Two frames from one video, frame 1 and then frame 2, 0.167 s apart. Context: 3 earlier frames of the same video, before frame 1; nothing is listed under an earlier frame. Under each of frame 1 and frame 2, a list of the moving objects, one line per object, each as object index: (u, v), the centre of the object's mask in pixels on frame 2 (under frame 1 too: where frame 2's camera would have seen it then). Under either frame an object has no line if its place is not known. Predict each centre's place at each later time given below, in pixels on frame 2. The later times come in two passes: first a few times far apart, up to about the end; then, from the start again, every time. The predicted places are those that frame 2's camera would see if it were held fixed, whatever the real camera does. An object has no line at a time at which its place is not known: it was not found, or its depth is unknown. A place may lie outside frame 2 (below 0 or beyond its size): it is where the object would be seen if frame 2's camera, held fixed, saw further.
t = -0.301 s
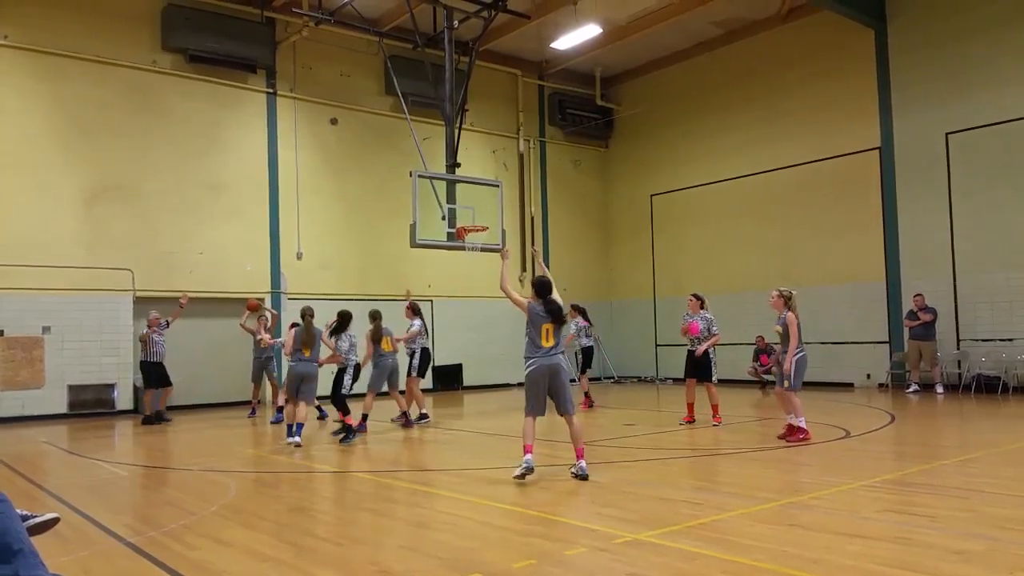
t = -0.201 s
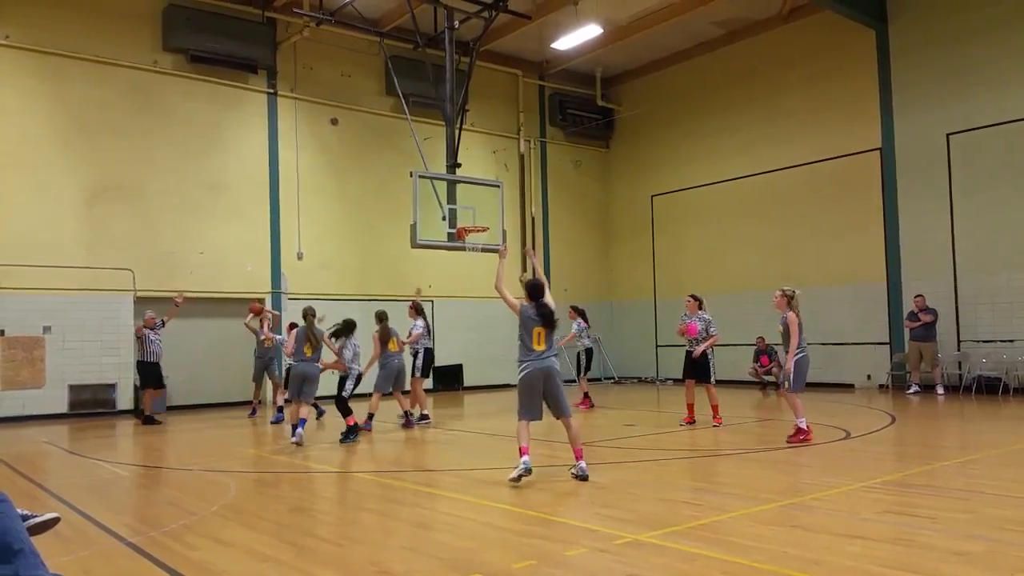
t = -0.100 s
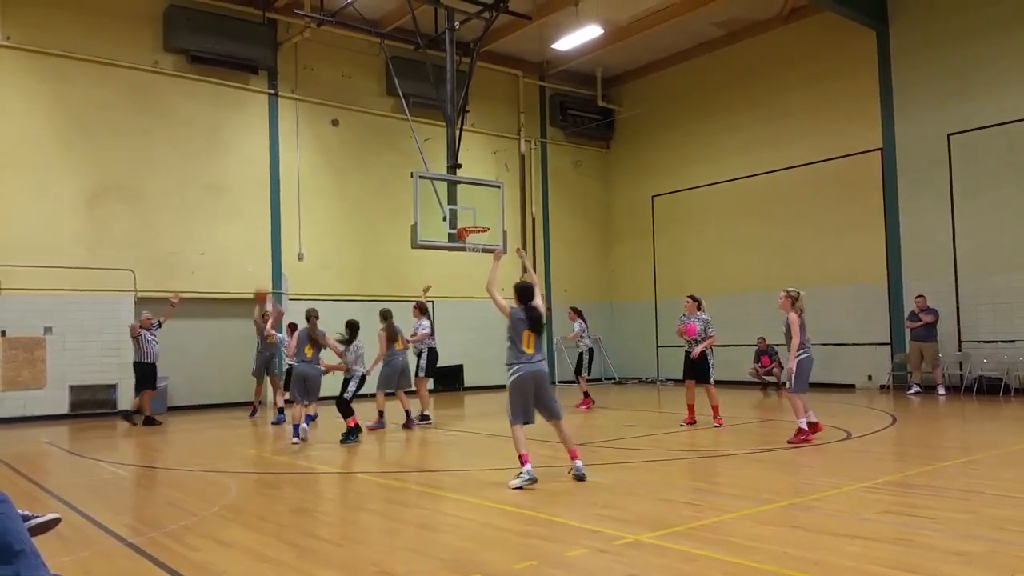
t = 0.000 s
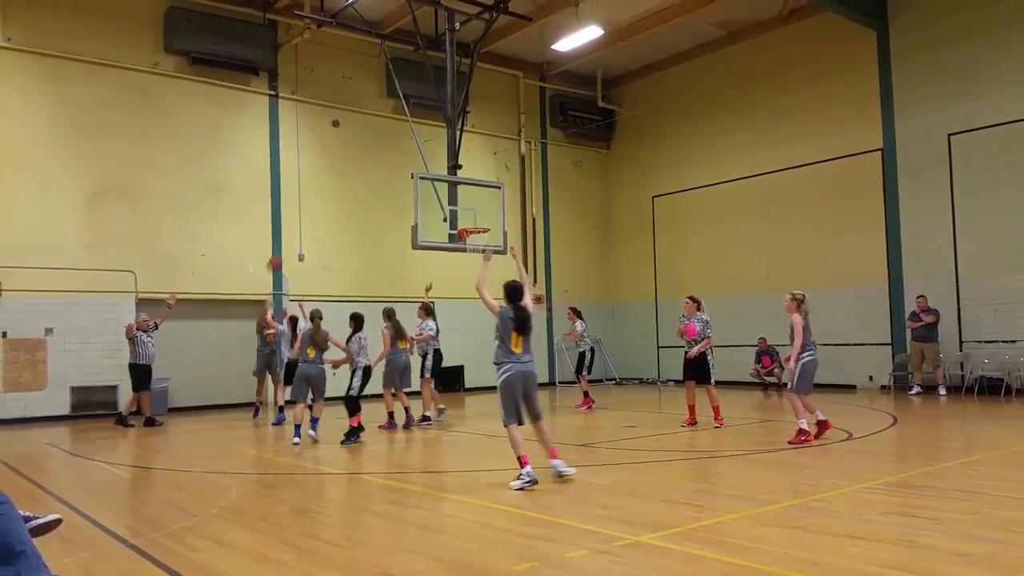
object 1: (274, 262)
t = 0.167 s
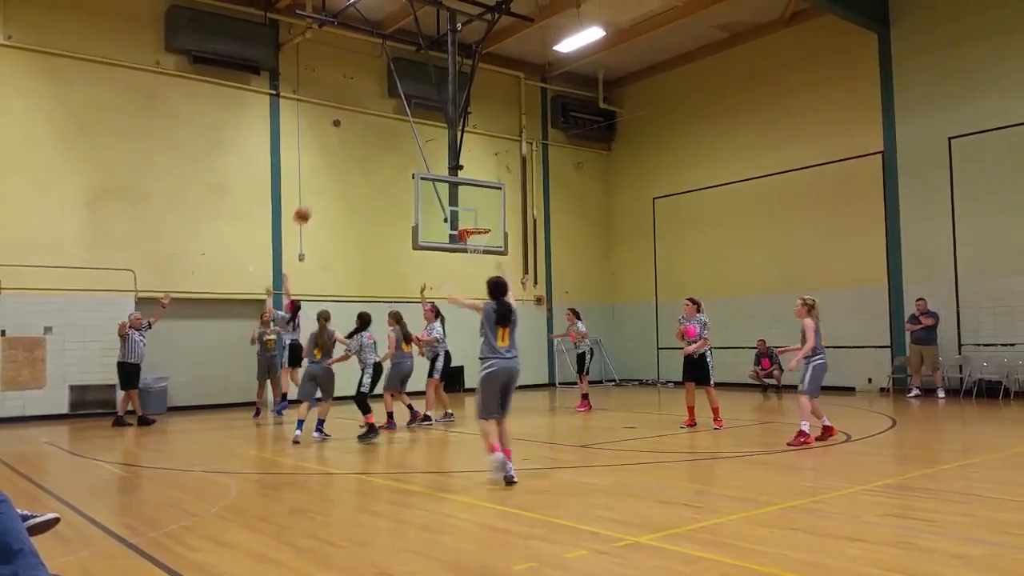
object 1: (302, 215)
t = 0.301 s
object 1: (329, 185)
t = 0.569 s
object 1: (394, 154)
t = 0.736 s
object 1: (443, 160)
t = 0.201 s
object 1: (309, 207)
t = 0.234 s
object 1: (315, 199)
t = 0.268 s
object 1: (322, 192)
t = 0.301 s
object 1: (329, 185)
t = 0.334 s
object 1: (336, 179)
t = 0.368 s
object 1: (345, 174)
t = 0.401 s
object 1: (353, 168)
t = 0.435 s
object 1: (361, 164)
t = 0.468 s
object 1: (368, 161)
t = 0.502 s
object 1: (377, 158)
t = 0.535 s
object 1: (387, 155)
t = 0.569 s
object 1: (394, 154)
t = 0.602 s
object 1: (402, 153)
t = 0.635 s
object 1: (411, 153)
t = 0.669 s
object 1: (422, 154)
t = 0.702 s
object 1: (432, 157)
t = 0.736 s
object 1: (443, 160)
